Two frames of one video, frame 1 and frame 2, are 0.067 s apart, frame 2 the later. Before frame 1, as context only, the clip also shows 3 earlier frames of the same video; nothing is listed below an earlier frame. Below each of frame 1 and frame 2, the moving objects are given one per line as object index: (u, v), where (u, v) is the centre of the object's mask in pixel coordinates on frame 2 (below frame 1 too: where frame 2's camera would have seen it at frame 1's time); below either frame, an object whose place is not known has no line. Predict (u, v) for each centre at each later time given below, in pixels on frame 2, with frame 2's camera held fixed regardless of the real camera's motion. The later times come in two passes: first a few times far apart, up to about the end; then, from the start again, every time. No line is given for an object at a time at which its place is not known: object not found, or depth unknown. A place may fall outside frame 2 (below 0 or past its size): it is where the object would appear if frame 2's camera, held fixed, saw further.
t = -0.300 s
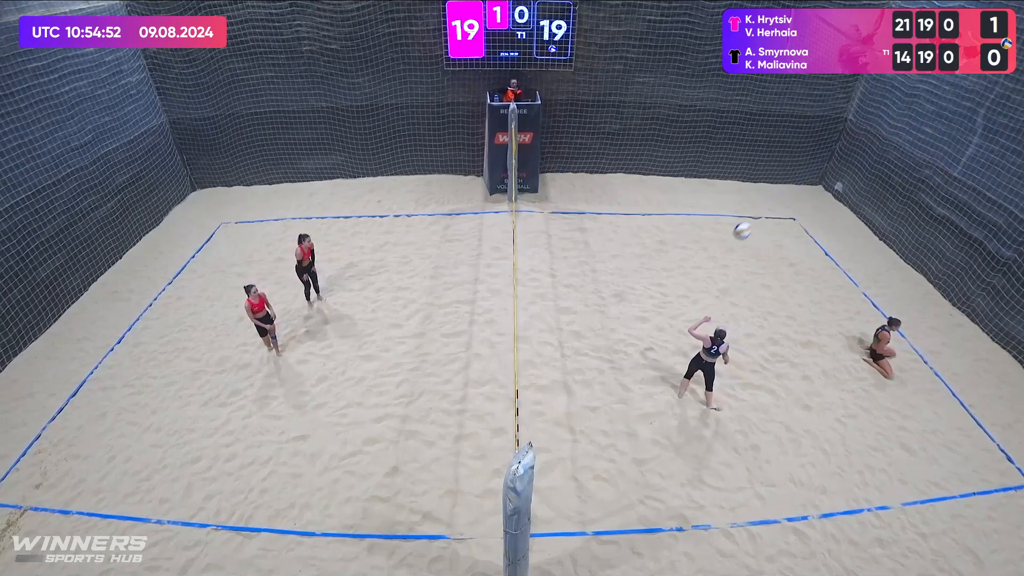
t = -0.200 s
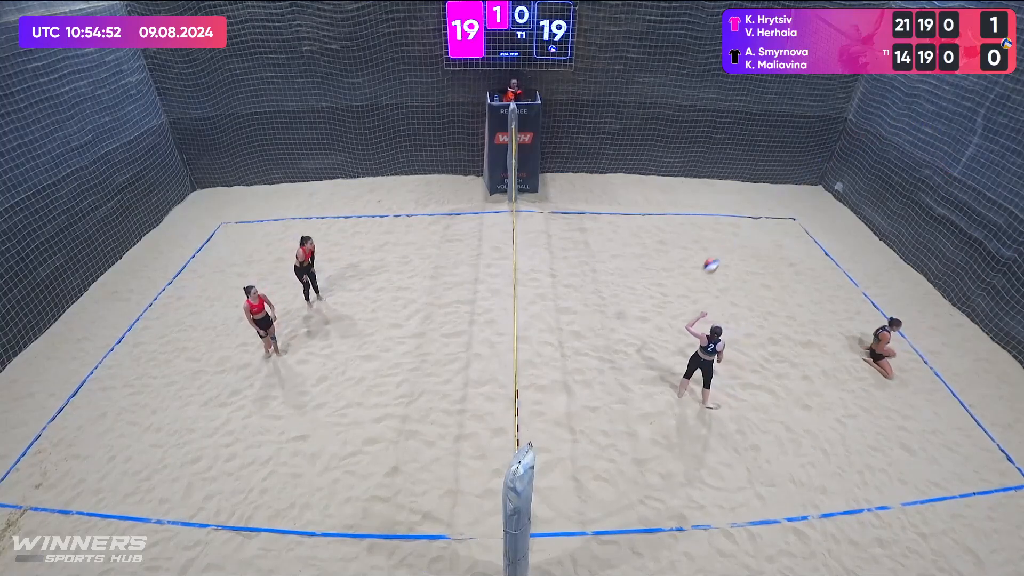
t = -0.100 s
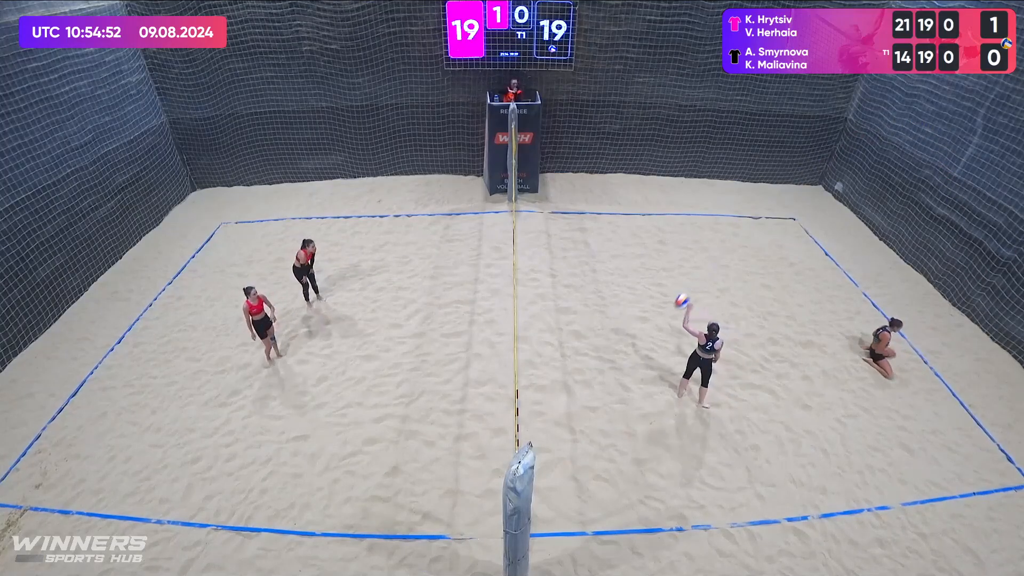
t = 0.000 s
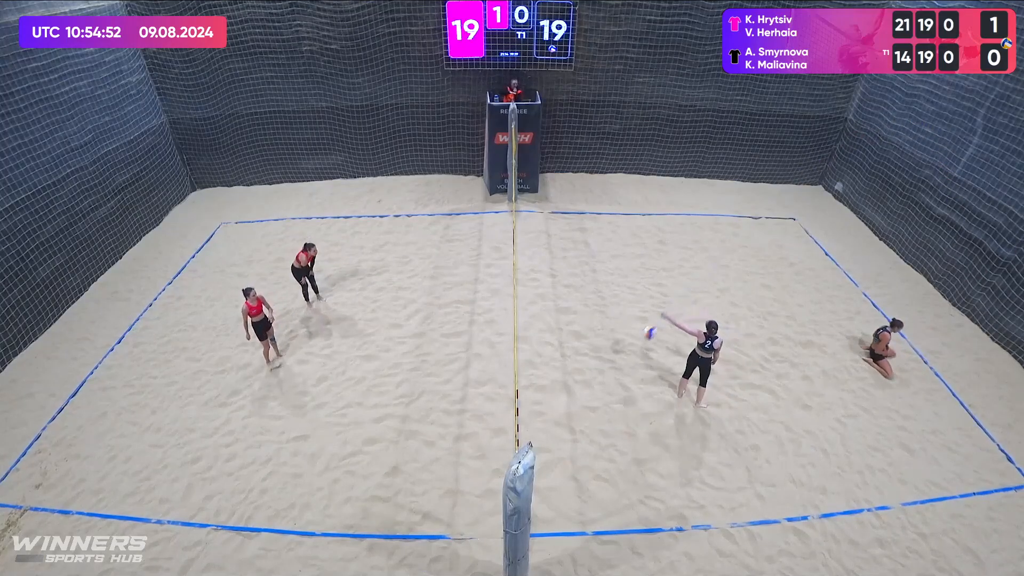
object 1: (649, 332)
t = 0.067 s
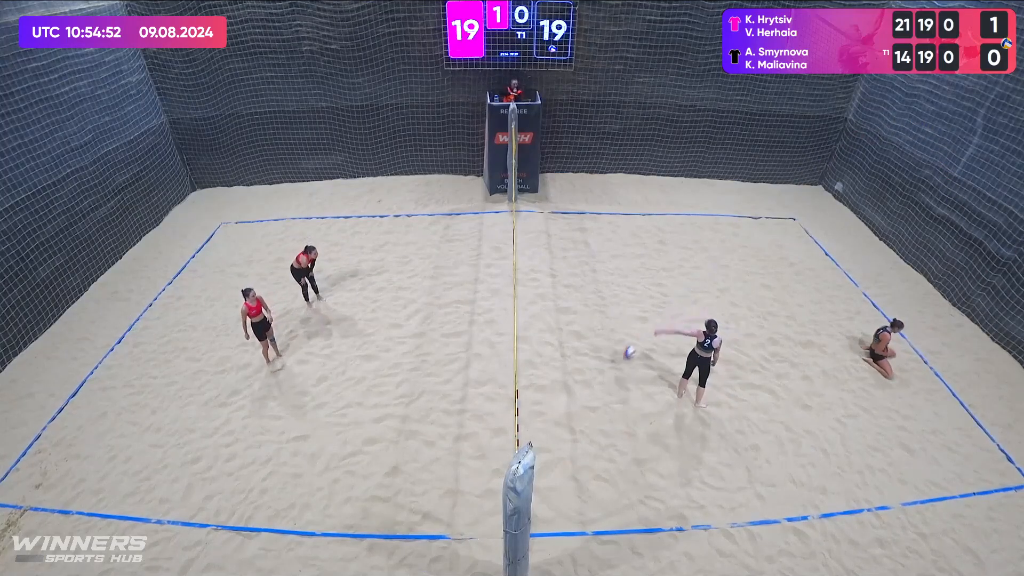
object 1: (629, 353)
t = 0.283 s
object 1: (600, 337)
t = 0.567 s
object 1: (562, 318)
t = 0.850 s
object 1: (517, 337)
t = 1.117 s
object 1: (479, 385)
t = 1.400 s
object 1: (452, 371)
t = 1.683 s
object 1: (429, 382)
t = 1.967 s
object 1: (399, 388)
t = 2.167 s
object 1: (379, 389)
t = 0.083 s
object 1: (624, 358)
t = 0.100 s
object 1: (619, 363)
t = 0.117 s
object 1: (617, 363)
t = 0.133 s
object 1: (615, 360)
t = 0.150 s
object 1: (614, 357)
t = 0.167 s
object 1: (612, 355)
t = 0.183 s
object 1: (611, 352)
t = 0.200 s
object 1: (609, 349)
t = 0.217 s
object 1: (607, 346)
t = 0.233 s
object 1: (606, 344)
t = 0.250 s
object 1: (604, 342)
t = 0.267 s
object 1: (602, 339)
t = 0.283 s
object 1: (600, 337)
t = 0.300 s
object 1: (598, 335)
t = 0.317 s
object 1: (596, 333)
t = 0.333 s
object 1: (595, 331)
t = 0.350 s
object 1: (593, 329)
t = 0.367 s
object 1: (589, 328)
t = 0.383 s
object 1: (588, 326)
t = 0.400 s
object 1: (586, 325)
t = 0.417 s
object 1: (584, 324)
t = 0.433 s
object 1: (581, 323)
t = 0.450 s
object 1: (579, 322)
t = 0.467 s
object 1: (576, 321)
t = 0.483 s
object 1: (574, 320)
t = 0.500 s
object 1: (572, 319)
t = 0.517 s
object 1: (570, 319)
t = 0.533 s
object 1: (567, 318)
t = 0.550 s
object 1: (564, 318)
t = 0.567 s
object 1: (562, 318)
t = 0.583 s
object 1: (559, 318)
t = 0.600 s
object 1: (557, 318)
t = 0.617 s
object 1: (555, 318)
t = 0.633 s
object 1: (551, 319)
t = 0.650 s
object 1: (549, 319)
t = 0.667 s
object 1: (546, 321)
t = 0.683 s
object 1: (544, 321)
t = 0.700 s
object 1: (542, 322)
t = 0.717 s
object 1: (539, 323)
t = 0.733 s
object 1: (536, 324)
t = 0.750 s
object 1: (533, 326)
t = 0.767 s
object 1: (531, 328)
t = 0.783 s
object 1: (528, 329)
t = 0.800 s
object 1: (525, 331)
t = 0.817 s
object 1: (522, 332)
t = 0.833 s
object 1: (520, 334)
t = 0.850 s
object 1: (517, 337)
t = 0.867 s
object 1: (514, 339)
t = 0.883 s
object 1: (512, 342)
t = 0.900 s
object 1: (509, 344)
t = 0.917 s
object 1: (507, 347)
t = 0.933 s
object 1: (504, 349)
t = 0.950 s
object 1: (502, 352)
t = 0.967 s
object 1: (500, 355)
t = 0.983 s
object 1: (498, 358)
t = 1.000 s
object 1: (495, 361)
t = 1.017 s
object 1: (492, 364)
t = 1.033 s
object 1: (491, 368)
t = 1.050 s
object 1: (488, 371)
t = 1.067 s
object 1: (485, 374)
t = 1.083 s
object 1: (484, 378)
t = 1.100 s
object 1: (481, 381)
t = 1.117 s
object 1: (479, 385)
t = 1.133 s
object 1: (477, 389)
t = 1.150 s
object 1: (475, 388)
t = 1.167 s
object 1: (474, 386)
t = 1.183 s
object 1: (472, 384)
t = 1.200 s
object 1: (470, 382)
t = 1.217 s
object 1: (469, 381)
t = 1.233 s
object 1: (467, 379)
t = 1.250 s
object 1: (465, 378)
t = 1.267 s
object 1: (464, 377)
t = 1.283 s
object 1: (462, 376)
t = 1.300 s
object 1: (461, 375)
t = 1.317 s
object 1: (459, 374)
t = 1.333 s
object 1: (458, 373)
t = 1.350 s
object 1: (456, 372)
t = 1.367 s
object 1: (454, 372)
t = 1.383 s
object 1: (453, 371)
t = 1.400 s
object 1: (452, 371)
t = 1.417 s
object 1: (450, 371)
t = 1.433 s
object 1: (449, 371)
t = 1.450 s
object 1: (447, 370)
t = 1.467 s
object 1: (445, 371)
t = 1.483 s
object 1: (444, 371)
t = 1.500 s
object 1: (443, 371)
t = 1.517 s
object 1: (442, 371)
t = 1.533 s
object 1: (440, 372)
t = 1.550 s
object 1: (438, 373)
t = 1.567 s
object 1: (437, 374)
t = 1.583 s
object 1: (437, 374)
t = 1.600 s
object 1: (435, 375)
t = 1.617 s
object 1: (433, 376)
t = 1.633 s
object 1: (432, 378)
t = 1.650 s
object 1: (432, 379)
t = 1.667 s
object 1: (430, 380)
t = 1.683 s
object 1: (429, 382)
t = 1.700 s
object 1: (428, 383)
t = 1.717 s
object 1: (427, 385)
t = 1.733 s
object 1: (426, 385)
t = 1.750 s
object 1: (424, 385)
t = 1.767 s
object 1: (421, 385)
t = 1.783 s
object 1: (420, 385)
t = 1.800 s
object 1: (418, 385)
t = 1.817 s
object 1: (416, 384)
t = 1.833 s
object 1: (414, 385)
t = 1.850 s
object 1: (412, 385)
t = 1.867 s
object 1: (410, 385)
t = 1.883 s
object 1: (408, 385)
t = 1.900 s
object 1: (406, 386)
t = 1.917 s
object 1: (404, 387)
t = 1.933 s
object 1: (403, 387)
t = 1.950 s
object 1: (400, 387)
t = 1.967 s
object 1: (399, 388)
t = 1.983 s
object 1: (397, 388)
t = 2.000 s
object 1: (395, 388)
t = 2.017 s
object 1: (393, 388)
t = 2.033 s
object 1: (391, 388)
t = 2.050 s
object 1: (389, 388)
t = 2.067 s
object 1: (387, 388)
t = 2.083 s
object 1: (386, 388)
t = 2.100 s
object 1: (384, 388)
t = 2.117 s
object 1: (382, 388)
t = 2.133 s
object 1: (381, 389)
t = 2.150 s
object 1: (380, 389)
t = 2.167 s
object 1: (379, 389)
